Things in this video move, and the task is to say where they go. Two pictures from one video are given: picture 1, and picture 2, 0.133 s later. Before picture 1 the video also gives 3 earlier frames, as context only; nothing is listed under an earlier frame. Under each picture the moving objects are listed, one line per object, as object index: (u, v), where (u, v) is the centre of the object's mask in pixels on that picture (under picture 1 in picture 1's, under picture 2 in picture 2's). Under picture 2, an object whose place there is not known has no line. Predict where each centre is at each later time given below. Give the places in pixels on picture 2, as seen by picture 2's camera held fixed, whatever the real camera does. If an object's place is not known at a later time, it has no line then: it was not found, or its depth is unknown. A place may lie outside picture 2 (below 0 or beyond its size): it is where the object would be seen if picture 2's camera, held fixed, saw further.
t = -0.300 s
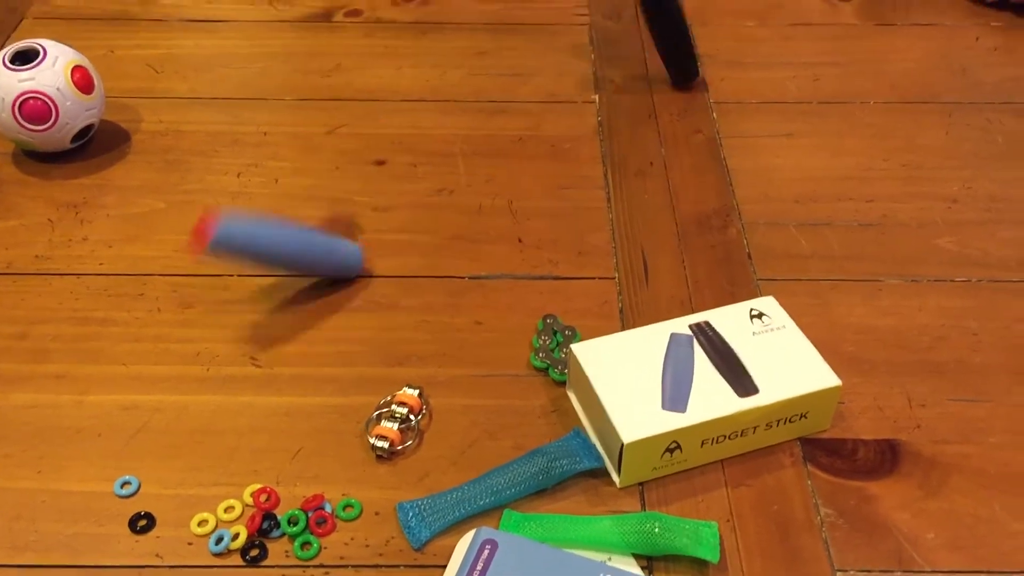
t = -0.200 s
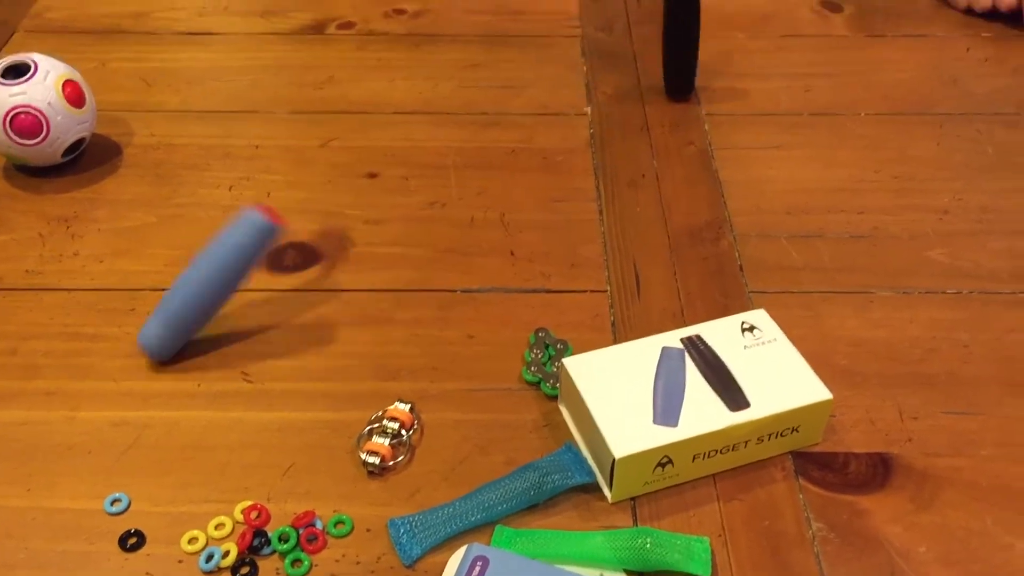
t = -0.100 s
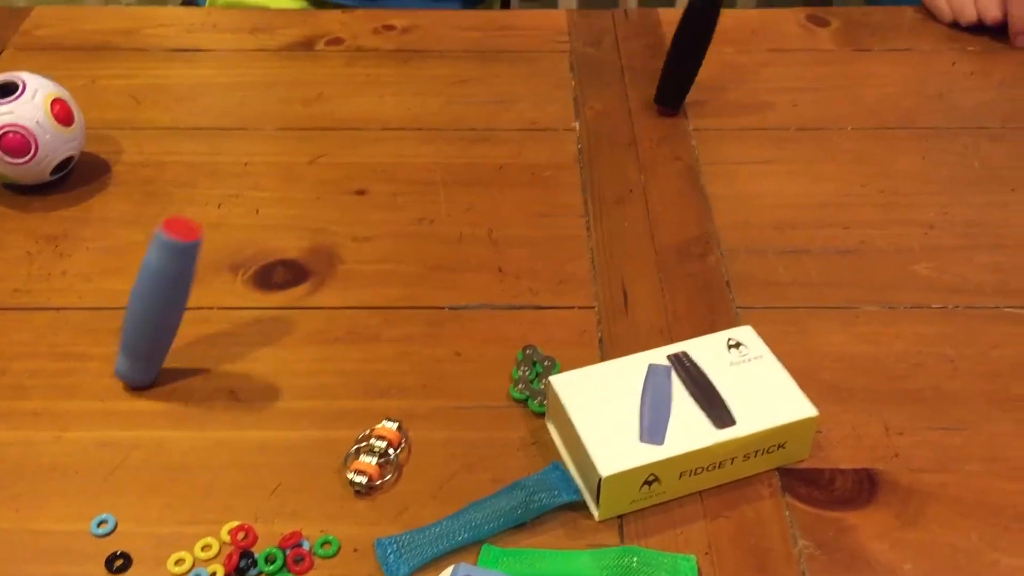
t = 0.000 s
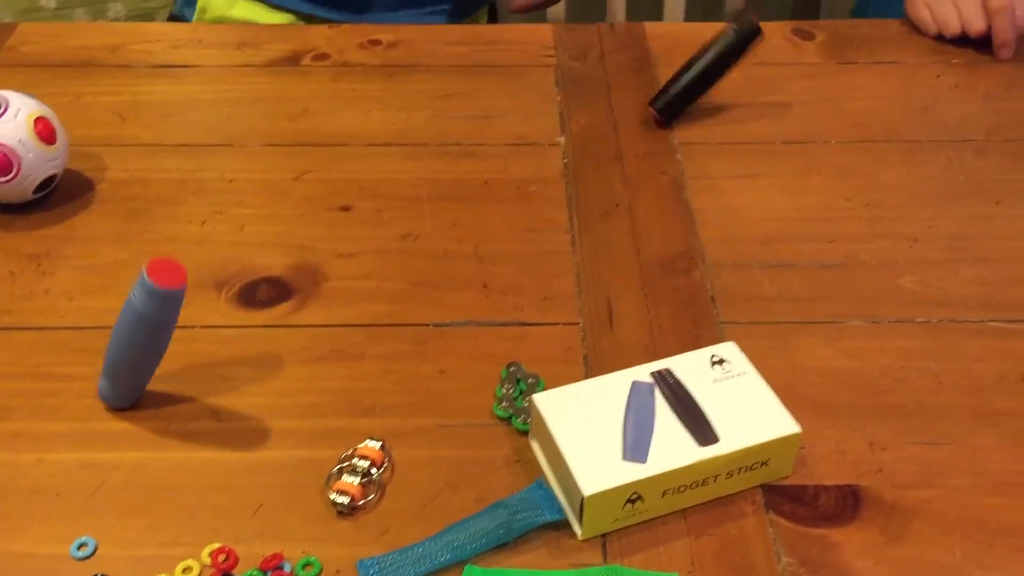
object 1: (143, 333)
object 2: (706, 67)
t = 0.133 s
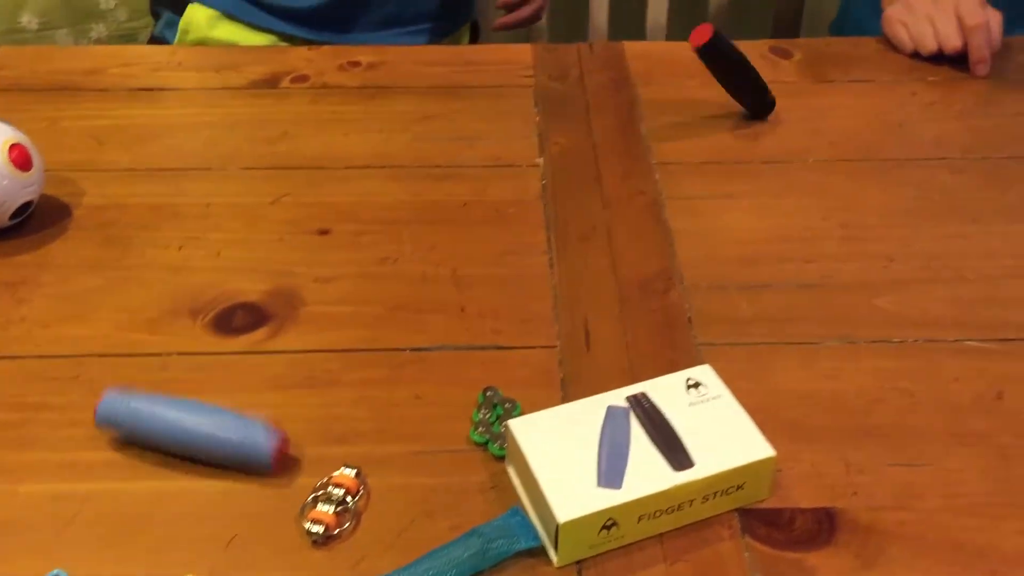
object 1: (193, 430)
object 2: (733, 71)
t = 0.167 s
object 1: (205, 412)
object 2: (740, 66)
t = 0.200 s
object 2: (743, 63)
